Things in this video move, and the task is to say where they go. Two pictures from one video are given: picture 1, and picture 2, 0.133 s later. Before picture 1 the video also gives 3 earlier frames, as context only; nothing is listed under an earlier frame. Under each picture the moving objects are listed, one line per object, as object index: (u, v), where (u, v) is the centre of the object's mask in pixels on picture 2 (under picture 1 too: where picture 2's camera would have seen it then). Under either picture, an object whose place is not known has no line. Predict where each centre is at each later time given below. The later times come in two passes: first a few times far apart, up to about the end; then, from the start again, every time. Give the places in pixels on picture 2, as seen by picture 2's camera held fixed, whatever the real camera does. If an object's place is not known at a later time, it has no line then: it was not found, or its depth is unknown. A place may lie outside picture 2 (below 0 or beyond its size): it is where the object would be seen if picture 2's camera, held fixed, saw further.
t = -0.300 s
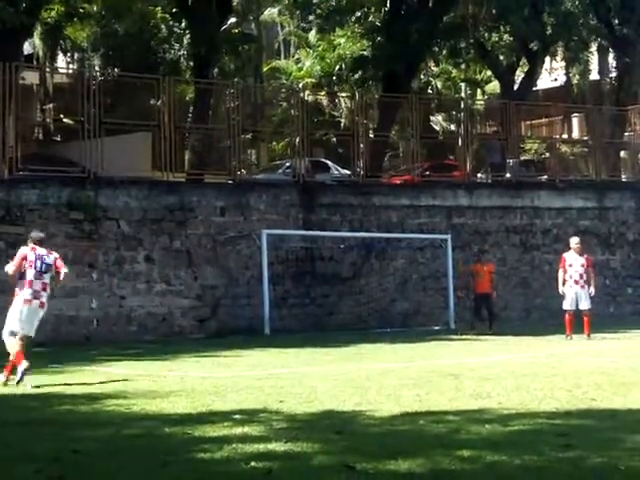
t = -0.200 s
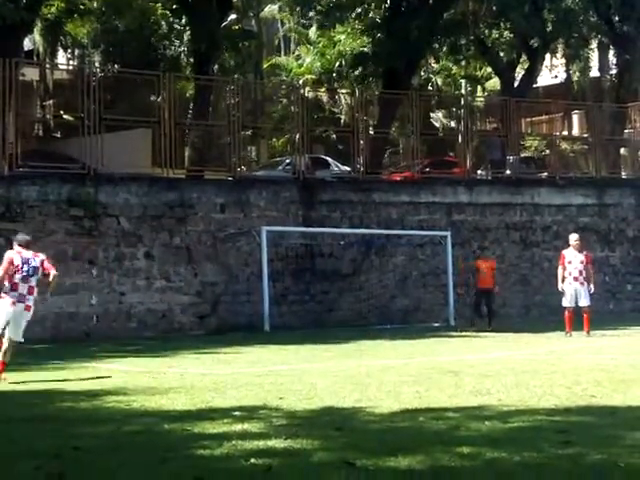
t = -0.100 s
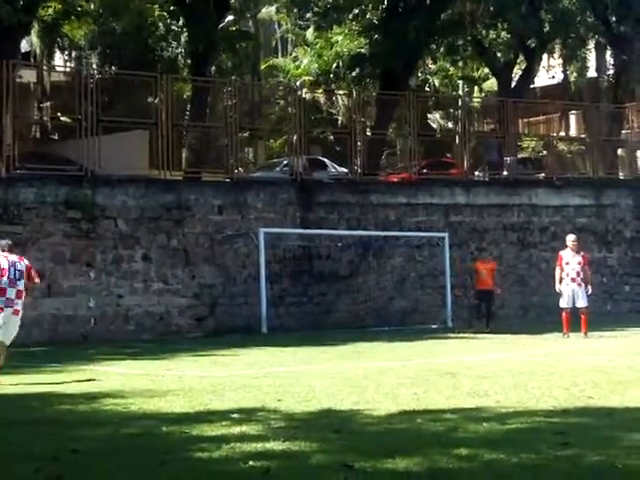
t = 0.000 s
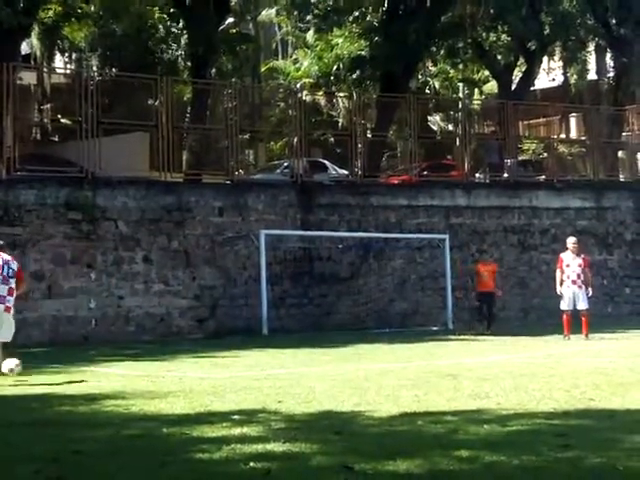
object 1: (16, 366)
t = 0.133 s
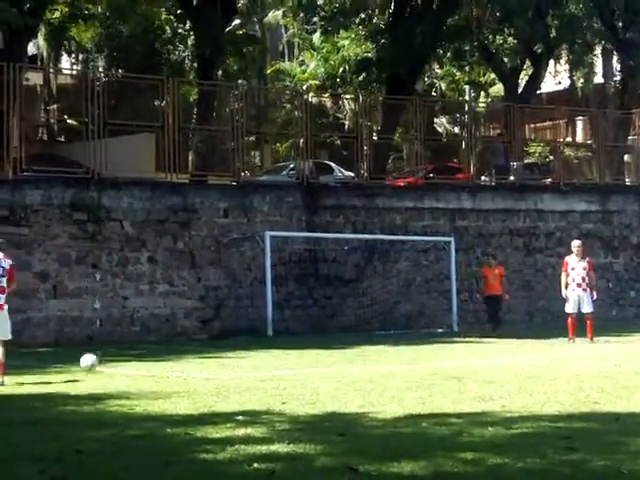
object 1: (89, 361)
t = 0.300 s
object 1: (158, 353)
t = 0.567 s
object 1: (240, 347)
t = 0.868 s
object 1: (302, 346)
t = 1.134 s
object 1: (341, 344)
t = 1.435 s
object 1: (378, 338)
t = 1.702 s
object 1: (406, 335)
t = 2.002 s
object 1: (436, 333)
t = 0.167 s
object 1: (104, 363)
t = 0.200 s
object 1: (119, 361)
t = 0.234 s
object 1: (133, 358)
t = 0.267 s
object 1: (145, 354)
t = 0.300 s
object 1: (158, 353)
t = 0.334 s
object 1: (170, 351)
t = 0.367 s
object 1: (181, 350)
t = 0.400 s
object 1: (193, 349)
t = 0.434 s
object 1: (204, 350)
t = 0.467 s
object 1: (215, 353)
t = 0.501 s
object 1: (225, 353)
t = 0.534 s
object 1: (232, 350)
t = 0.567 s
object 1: (240, 347)
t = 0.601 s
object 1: (248, 345)
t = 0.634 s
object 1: (255, 346)
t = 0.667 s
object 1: (262, 345)
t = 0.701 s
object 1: (270, 344)
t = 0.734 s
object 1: (278, 346)
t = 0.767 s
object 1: (284, 348)
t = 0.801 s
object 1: (291, 348)
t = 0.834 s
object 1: (296, 347)
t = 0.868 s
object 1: (302, 346)
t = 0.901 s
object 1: (307, 344)
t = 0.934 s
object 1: (311, 343)
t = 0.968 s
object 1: (317, 344)
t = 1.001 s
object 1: (322, 344)
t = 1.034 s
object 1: (327, 345)
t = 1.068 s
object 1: (331, 345)
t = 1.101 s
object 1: (337, 345)
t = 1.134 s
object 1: (341, 344)
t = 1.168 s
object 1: (346, 343)
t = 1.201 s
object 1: (350, 343)
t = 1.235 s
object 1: (355, 343)
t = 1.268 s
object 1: (358, 341)
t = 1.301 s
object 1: (362, 340)
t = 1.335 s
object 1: (366, 339)
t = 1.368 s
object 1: (370, 339)
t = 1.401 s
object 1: (375, 339)
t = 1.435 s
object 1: (378, 338)
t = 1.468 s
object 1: (383, 338)
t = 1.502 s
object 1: (387, 337)
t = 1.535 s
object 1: (390, 337)
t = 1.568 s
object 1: (393, 335)
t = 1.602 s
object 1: (395, 335)
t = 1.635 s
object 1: (400, 336)
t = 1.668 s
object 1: (402, 336)
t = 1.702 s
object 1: (406, 335)
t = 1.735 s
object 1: (410, 334)
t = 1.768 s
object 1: (415, 334)
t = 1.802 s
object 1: (418, 333)
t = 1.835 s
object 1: (422, 333)
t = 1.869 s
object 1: (424, 334)
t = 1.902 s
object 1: (427, 334)
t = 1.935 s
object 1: (429, 333)
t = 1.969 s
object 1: (433, 333)
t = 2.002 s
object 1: (436, 333)
